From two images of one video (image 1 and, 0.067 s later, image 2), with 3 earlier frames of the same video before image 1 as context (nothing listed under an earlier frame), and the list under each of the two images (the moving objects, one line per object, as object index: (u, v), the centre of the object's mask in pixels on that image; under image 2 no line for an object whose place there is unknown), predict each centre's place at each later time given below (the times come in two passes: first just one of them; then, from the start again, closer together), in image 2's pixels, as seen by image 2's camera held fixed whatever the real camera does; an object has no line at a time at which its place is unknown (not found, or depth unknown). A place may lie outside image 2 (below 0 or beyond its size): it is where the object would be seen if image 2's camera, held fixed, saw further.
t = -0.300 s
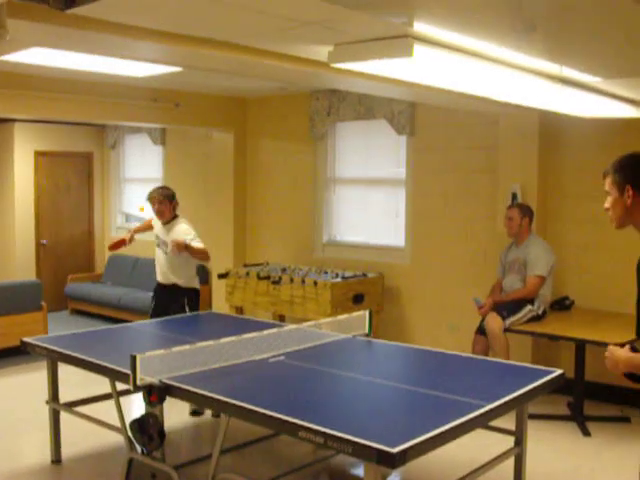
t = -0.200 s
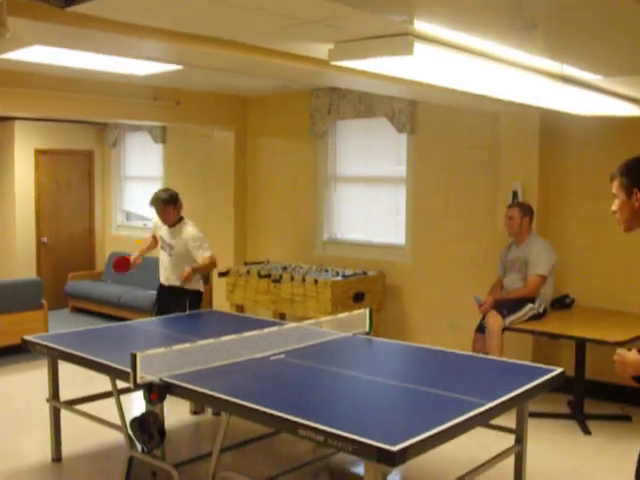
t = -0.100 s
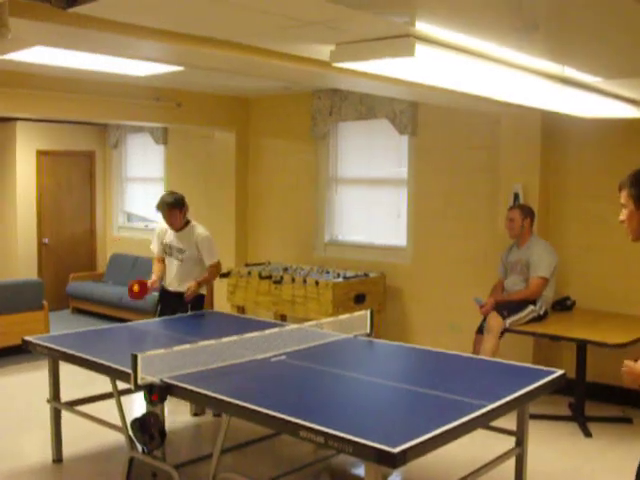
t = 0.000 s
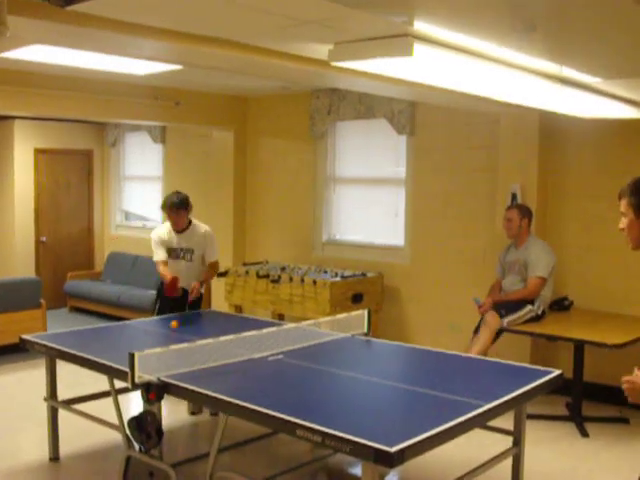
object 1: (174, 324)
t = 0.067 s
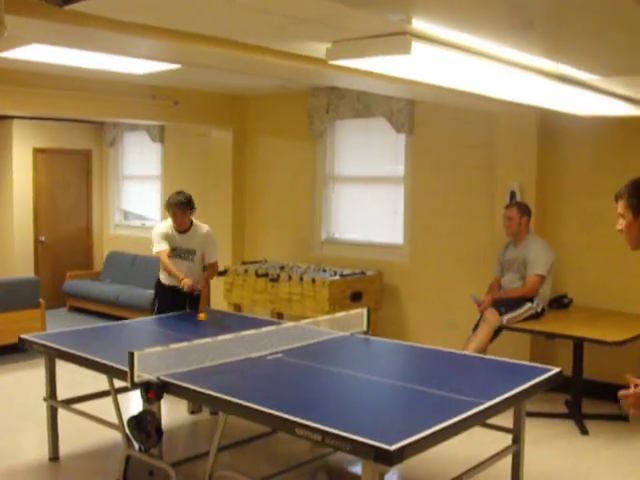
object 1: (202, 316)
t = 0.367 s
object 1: (371, 390)
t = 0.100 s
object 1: (217, 316)
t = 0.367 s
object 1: (371, 390)
